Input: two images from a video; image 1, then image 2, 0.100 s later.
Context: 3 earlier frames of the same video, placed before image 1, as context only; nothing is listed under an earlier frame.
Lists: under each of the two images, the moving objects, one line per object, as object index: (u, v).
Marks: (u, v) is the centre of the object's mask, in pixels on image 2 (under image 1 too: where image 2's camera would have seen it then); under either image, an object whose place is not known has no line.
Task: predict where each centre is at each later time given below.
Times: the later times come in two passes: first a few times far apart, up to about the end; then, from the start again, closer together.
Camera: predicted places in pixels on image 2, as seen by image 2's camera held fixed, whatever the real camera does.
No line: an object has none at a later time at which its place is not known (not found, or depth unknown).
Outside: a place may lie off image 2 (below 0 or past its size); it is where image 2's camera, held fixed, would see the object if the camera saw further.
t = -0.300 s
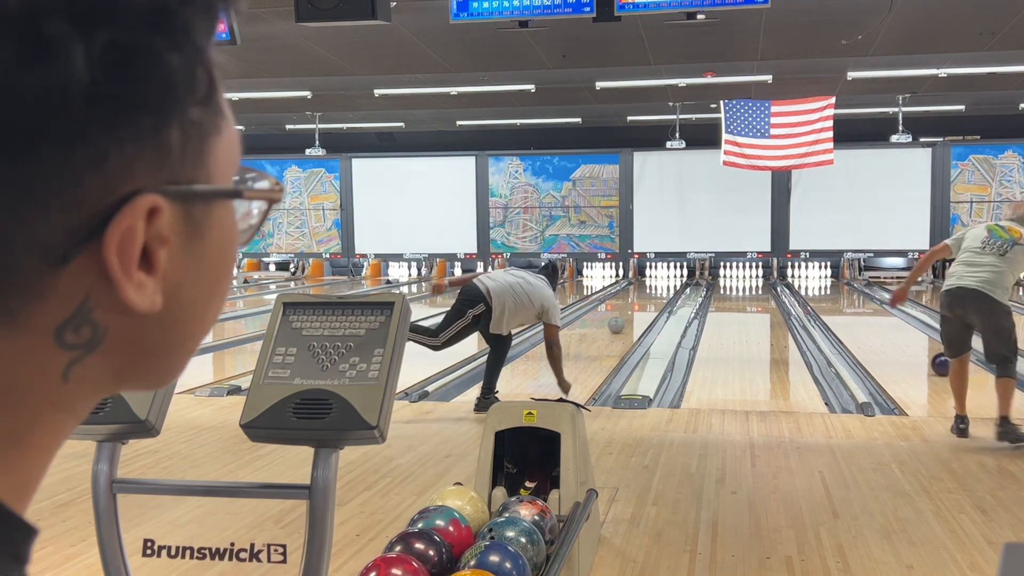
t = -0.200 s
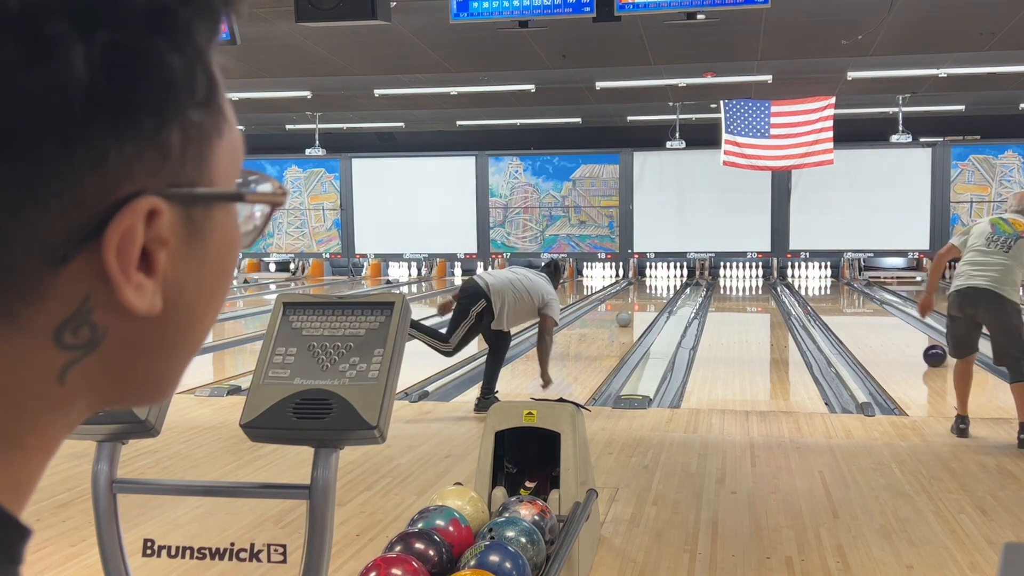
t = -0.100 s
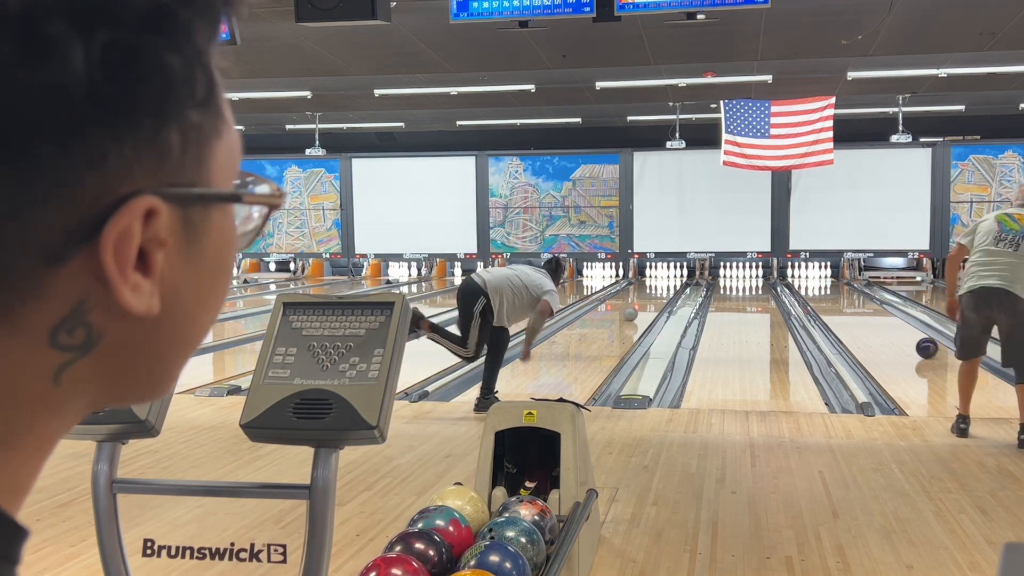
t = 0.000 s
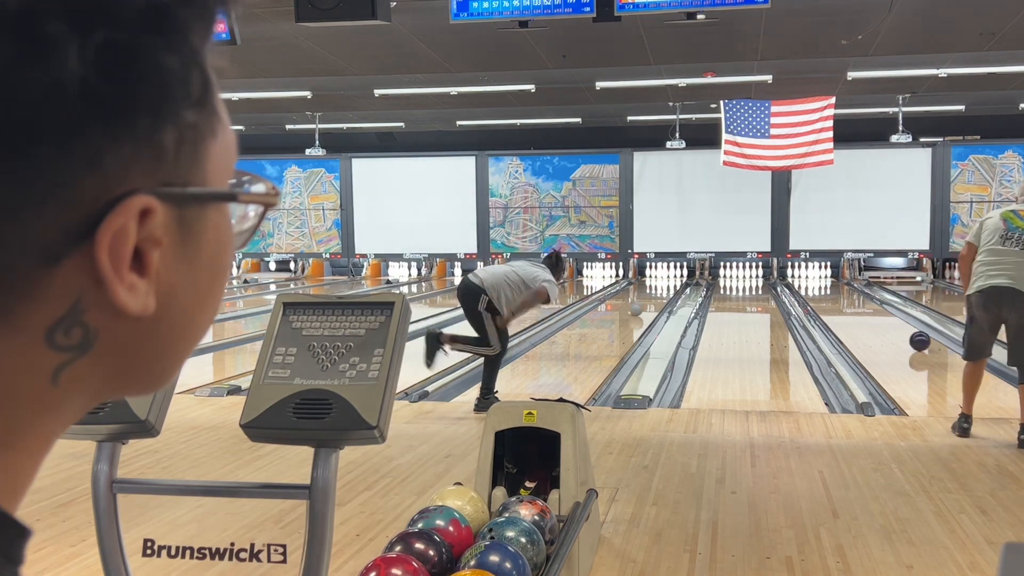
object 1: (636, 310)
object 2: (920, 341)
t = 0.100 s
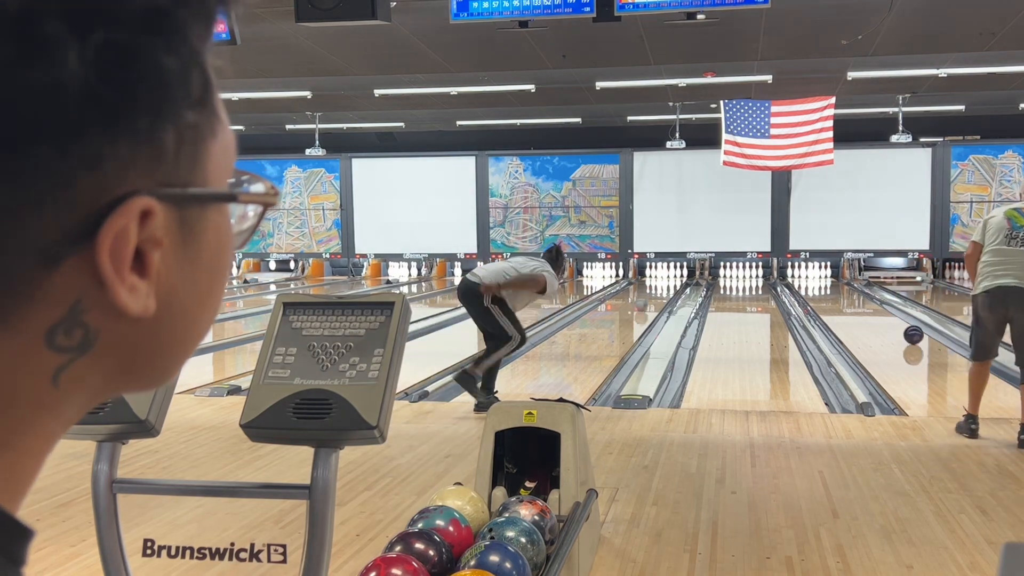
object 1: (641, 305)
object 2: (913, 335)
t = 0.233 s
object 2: (906, 328)
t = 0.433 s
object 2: (896, 318)
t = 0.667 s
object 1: (661, 287)
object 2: (886, 309)
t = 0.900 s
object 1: (665, 281)
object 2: (876, 301)
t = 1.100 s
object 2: (868, 296)
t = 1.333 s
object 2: (859, 291)
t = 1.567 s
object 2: (849, 287)
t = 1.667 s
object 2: (843, 285)
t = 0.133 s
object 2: (911, 333)
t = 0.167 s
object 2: (910, 331)
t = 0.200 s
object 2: (908, 329)
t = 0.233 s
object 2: (906, 328)
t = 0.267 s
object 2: (904, 326)
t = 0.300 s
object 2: (902, 324)
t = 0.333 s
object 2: (901, 322)
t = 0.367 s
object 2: (899, 321)
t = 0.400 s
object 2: (898, 319)
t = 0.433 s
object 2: (896, 318)
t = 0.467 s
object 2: (895, 316)
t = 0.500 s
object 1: (657, 291)
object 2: (893, 315)
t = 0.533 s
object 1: (658, 290)
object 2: (891, 314)
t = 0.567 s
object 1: (658, 289)
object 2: (890, 313)
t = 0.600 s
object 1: (659, 288)
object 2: (889, 312)
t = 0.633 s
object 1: (660, 288)
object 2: (887, 310)
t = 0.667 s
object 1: (661, 287)
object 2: (886, 309)
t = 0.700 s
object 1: (662, 286)
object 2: (884, 308)
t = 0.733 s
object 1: (663, 285)
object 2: (883, 307)
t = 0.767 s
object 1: (663, 284)
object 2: (882, 306)
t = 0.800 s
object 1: (664, 283)
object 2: (880, 305)
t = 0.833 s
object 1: (664, 283)
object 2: (879, 304)
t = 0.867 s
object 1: (665, 283)
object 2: (878, 302)
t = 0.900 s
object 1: (665, 281)
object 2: (876, 301)
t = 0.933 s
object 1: (665, 281)
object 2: (875, 301)
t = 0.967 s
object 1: (665, 280)
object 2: (874, 300)
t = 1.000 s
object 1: (665, 279)
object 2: (872, 298)
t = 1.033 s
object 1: (666, 278)
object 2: (871, 298)
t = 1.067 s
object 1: (665, 278)
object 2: (870, 297)
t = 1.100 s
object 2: (868, 296)
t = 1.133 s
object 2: (867, 296)
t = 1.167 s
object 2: (866, 295)
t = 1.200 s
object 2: (865, 294)
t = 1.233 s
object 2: (863, 293)
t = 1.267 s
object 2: (862, 293)
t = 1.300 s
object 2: (861, 292)
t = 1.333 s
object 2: (859, 291)
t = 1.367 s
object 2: (858, 290)
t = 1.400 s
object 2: (856, 290)
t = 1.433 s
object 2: (855, 289)
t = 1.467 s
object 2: (853, 289)
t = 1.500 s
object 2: (851, 288)
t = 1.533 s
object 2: (850, 287)
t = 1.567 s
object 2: (849, 287)
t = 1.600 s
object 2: (847, 286)
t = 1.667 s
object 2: (843, 285)
